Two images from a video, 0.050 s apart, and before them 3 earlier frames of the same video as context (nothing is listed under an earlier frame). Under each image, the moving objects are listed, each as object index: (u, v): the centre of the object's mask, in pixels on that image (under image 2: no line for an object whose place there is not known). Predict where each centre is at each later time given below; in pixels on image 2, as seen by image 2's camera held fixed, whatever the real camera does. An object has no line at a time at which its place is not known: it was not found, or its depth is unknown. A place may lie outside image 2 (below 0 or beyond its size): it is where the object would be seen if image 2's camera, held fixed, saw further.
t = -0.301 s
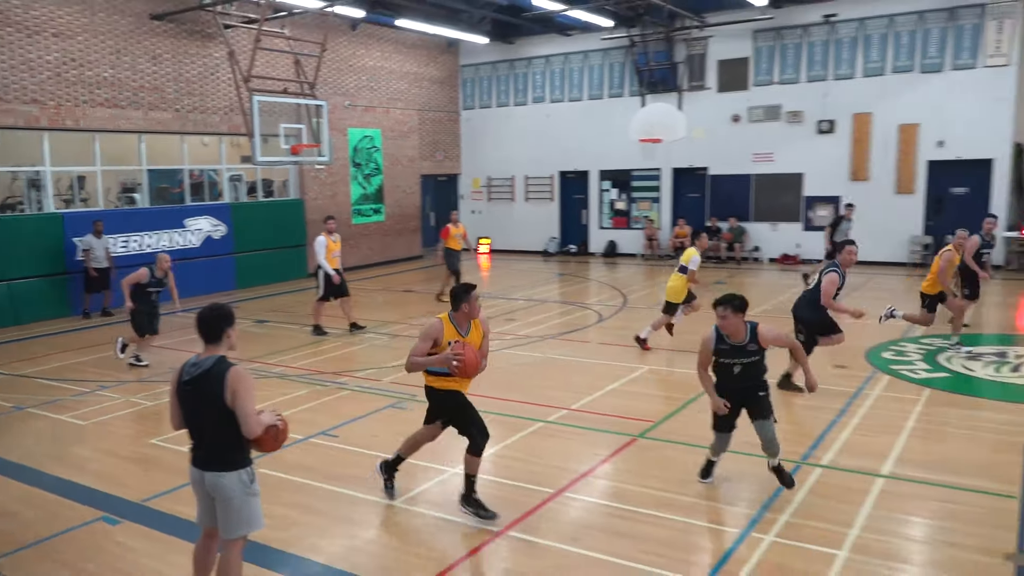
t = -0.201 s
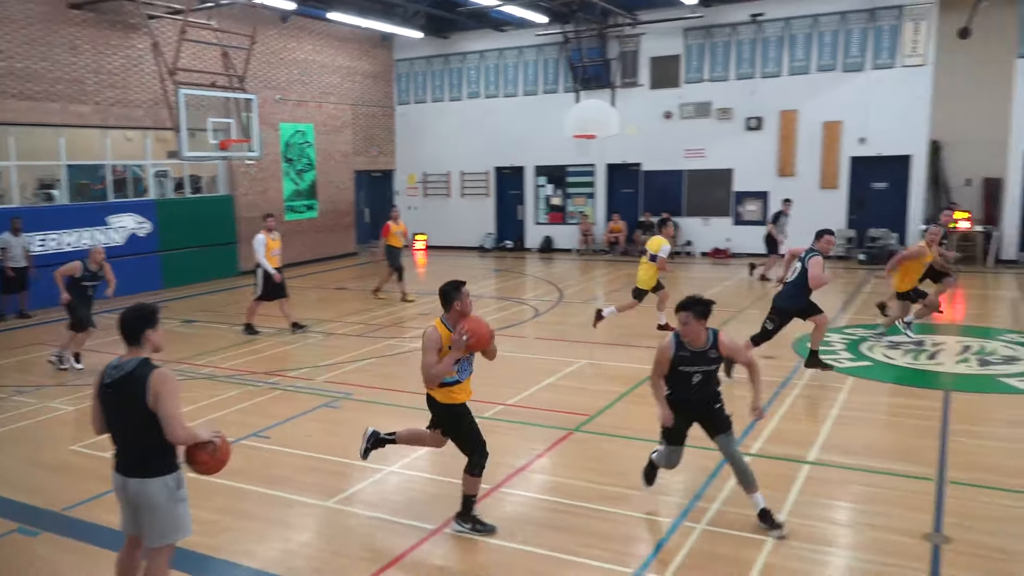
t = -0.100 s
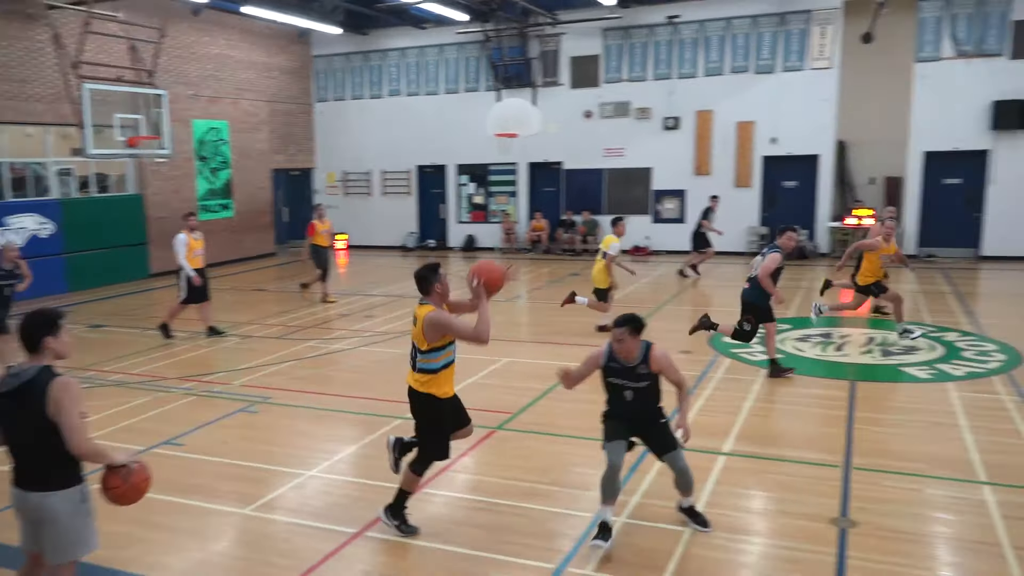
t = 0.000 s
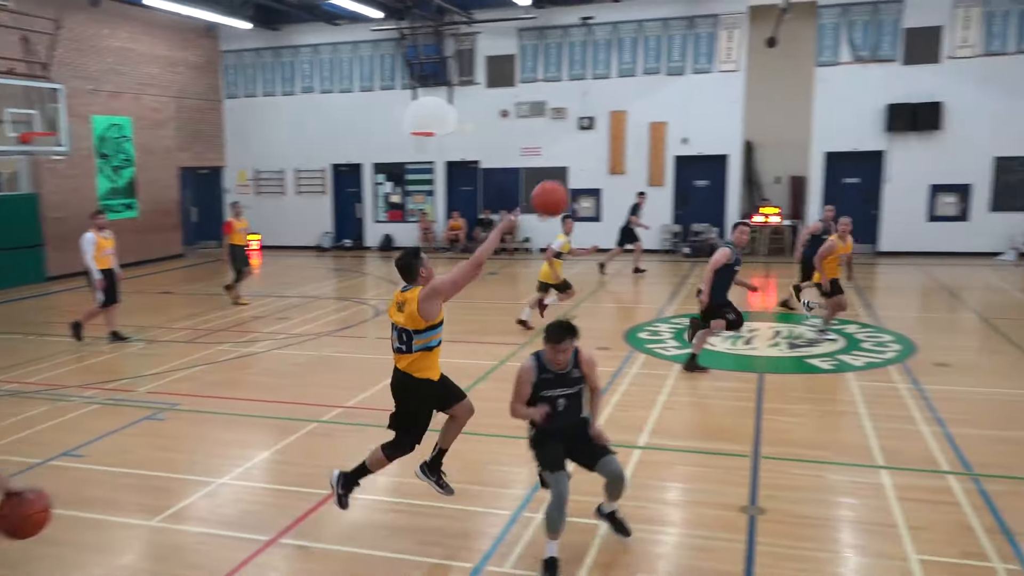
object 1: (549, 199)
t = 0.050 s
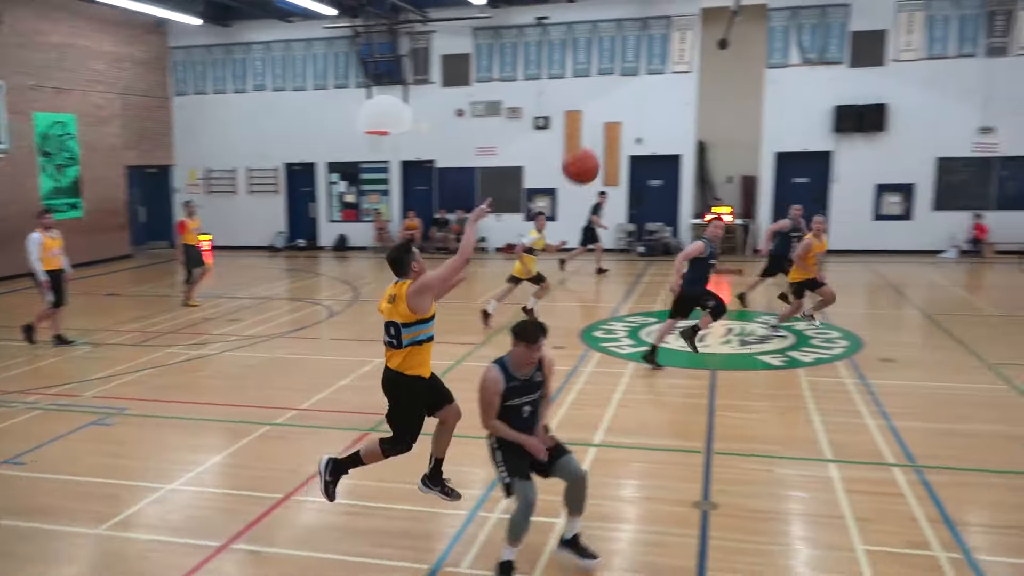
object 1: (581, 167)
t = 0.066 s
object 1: (606, 157)
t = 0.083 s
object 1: (631, 148)
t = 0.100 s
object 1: (655, 139)
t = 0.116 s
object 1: (679, 131)
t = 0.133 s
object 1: (702, 124)
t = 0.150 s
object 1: (724, 117)
